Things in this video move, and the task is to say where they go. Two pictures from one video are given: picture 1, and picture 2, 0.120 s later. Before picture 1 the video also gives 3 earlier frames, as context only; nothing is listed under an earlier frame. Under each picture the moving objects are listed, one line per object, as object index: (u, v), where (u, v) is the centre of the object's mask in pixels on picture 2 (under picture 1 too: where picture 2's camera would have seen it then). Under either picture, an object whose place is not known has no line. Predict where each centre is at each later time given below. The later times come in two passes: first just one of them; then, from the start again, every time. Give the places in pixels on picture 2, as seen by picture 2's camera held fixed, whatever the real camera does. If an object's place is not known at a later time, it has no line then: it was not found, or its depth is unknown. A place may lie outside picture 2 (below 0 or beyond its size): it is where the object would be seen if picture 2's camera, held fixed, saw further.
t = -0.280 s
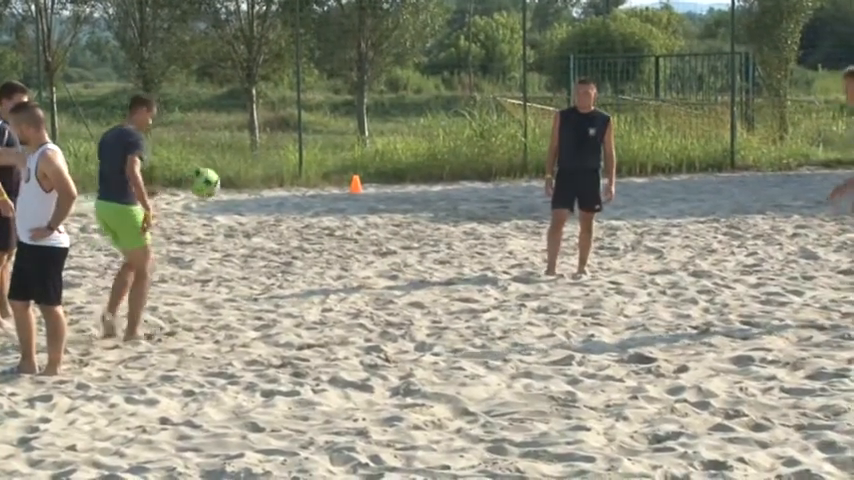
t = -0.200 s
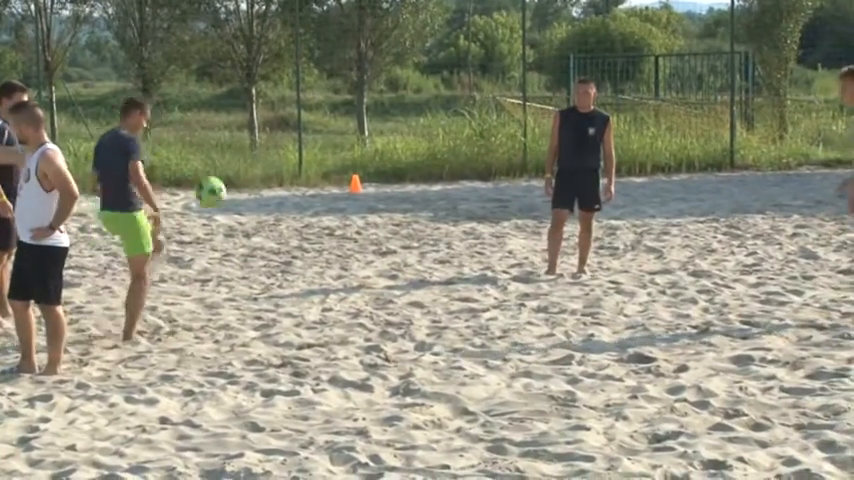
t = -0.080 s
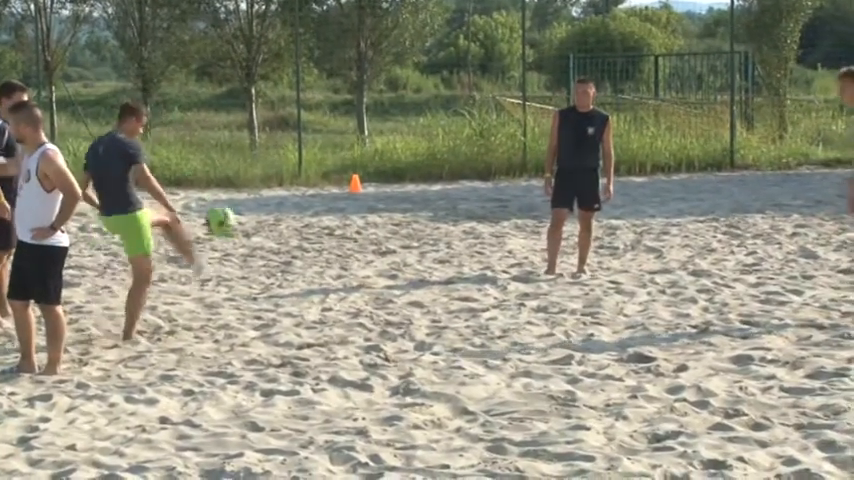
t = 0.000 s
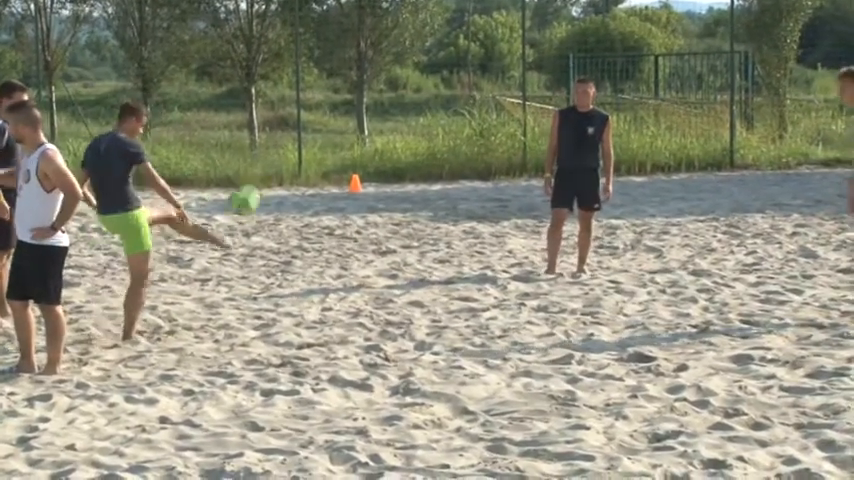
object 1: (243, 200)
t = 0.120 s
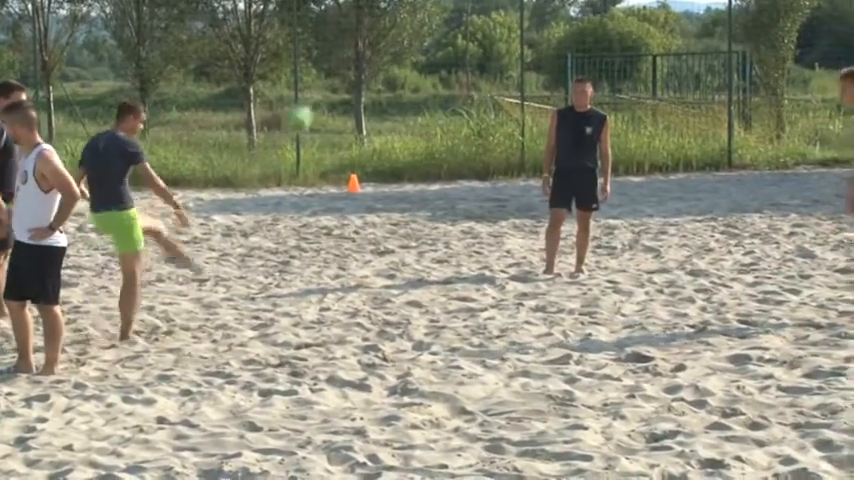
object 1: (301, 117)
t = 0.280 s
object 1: (371, 38)
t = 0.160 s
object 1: (318, 94)
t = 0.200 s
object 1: (334, 73)
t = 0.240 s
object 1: (353, 54)
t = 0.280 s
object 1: (371, 38)
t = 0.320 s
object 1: (389, 21)
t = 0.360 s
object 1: (408, 10)
